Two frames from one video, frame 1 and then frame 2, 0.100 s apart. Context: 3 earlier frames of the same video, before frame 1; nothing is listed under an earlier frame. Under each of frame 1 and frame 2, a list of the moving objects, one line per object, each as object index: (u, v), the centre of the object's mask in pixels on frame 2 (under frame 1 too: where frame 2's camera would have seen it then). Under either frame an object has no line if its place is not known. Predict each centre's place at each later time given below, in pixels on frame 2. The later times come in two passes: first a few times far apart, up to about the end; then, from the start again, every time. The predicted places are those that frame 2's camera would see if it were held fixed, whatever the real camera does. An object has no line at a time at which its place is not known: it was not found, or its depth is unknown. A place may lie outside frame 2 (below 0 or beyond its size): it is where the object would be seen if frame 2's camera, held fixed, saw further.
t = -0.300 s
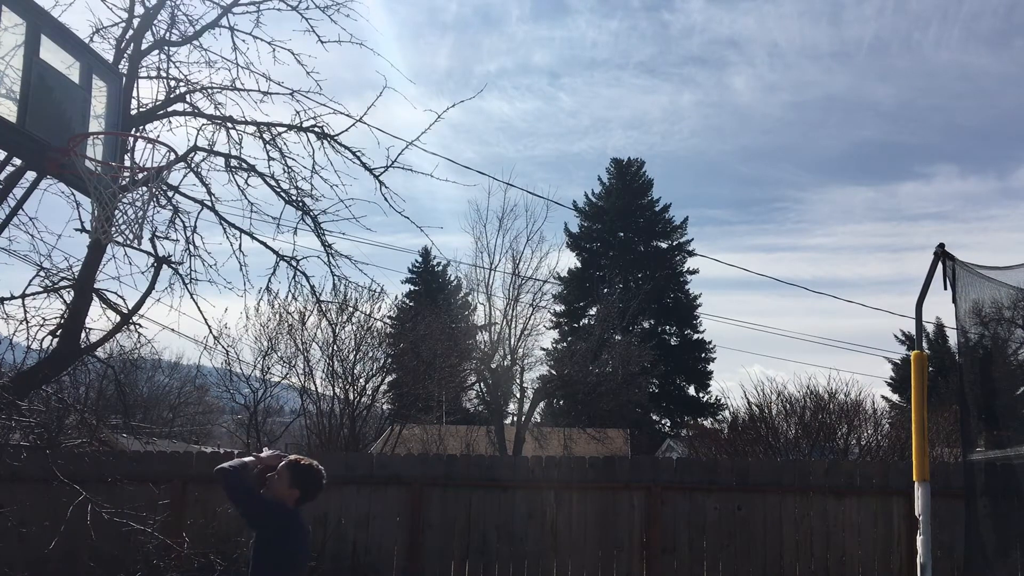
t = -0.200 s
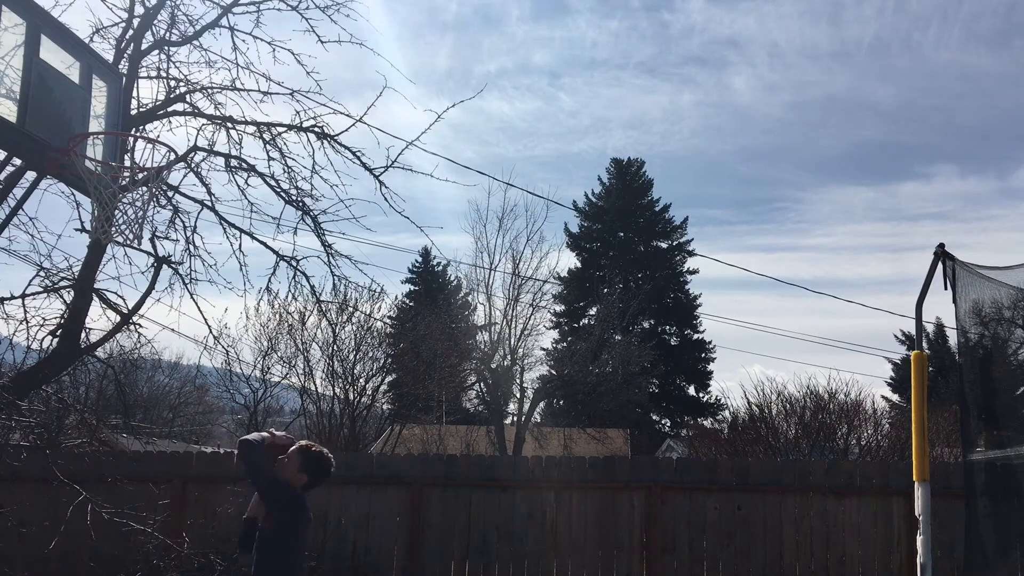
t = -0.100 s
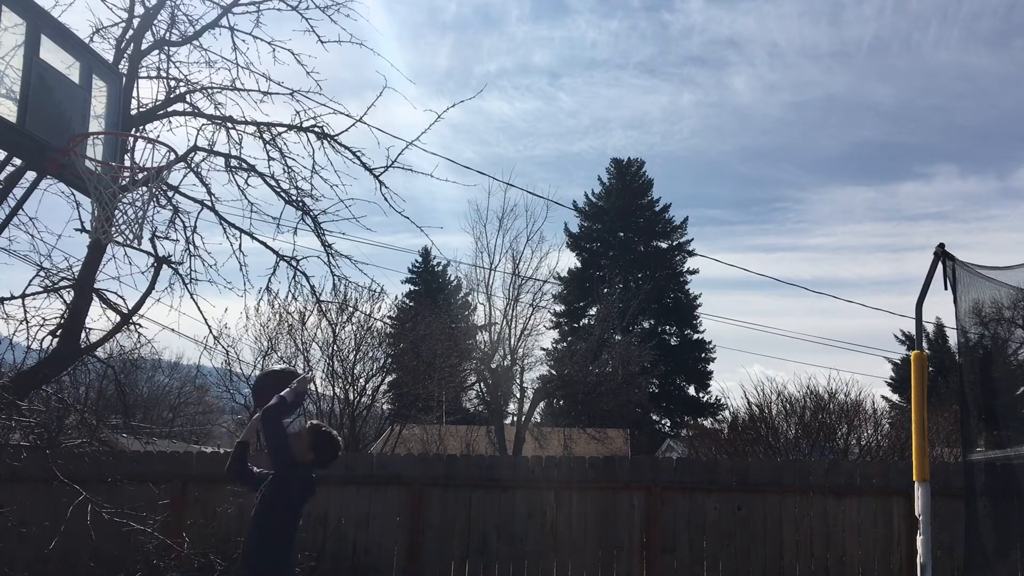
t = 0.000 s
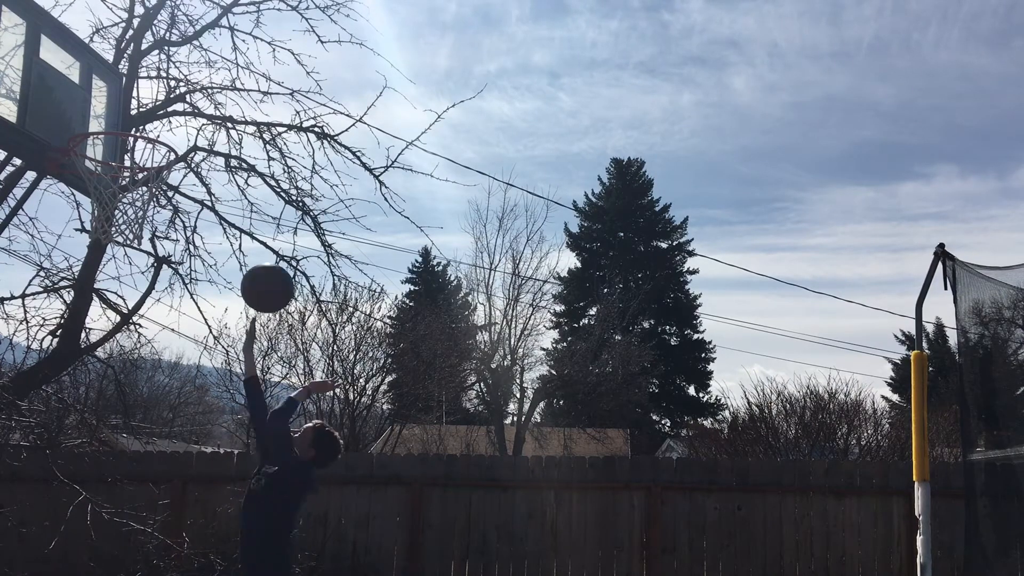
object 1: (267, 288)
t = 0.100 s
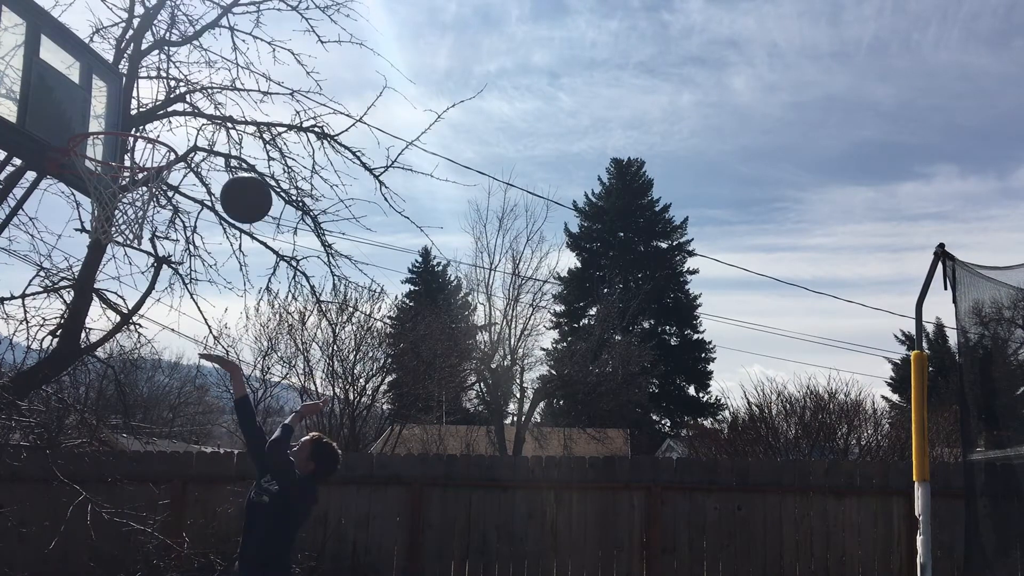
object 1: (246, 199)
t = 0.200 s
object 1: (223, 132)
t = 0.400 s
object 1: (175, 55)
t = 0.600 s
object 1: (121, 53)
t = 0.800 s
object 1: (96, 116)
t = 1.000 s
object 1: (139, 205)
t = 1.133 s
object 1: (159, 279)
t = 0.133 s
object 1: (239, 174)
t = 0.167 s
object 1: (231, 152)
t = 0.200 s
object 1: (223, 132)
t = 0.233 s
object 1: (215, 113)
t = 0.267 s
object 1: (208, 97)
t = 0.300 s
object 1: (199, 84)
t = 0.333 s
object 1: (191, 72)
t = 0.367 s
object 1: (183, 62)
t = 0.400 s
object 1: (175, 55)
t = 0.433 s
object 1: (167, 49)
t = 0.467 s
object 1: (157, 46)
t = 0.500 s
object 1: (148, 44)
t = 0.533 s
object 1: (140, 45)
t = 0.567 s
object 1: (131, 48)
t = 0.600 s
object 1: (121, 53)
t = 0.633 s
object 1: (112, 60)
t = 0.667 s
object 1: (102, 69)
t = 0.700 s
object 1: (92, 81)
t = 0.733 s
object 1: (88, 92)
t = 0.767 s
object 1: (93, 103)
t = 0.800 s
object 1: (96, 116)
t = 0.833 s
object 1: (99, 131)
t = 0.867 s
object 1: (106, 146)
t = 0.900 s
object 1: (115, 158)
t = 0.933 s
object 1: (123, 172)
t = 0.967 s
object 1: (132, 189)
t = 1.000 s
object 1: (139, 205)
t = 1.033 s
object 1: (144, 219)
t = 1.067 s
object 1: (150, 237)
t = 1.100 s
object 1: (154, 256)
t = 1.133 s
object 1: (159, 279)
